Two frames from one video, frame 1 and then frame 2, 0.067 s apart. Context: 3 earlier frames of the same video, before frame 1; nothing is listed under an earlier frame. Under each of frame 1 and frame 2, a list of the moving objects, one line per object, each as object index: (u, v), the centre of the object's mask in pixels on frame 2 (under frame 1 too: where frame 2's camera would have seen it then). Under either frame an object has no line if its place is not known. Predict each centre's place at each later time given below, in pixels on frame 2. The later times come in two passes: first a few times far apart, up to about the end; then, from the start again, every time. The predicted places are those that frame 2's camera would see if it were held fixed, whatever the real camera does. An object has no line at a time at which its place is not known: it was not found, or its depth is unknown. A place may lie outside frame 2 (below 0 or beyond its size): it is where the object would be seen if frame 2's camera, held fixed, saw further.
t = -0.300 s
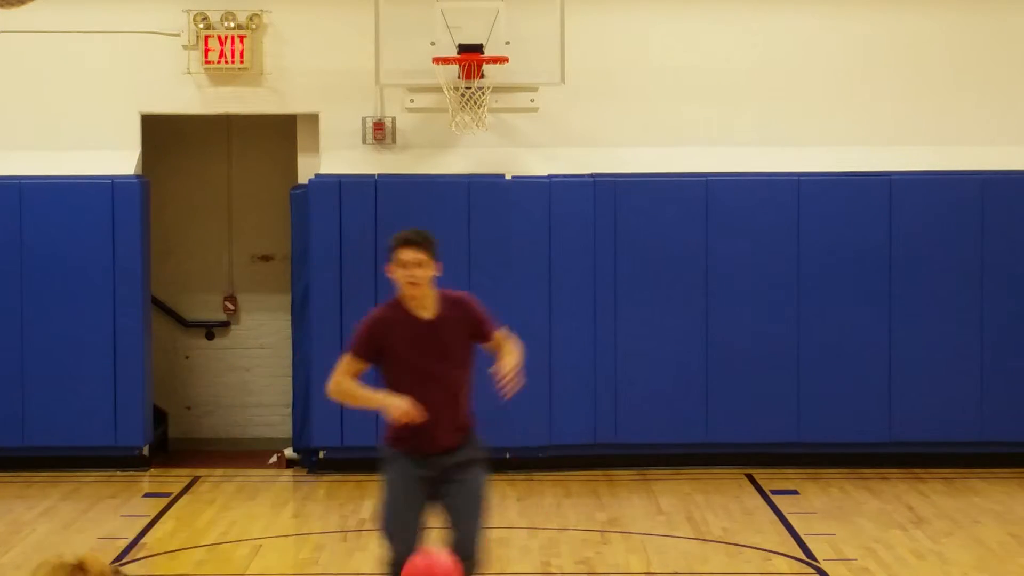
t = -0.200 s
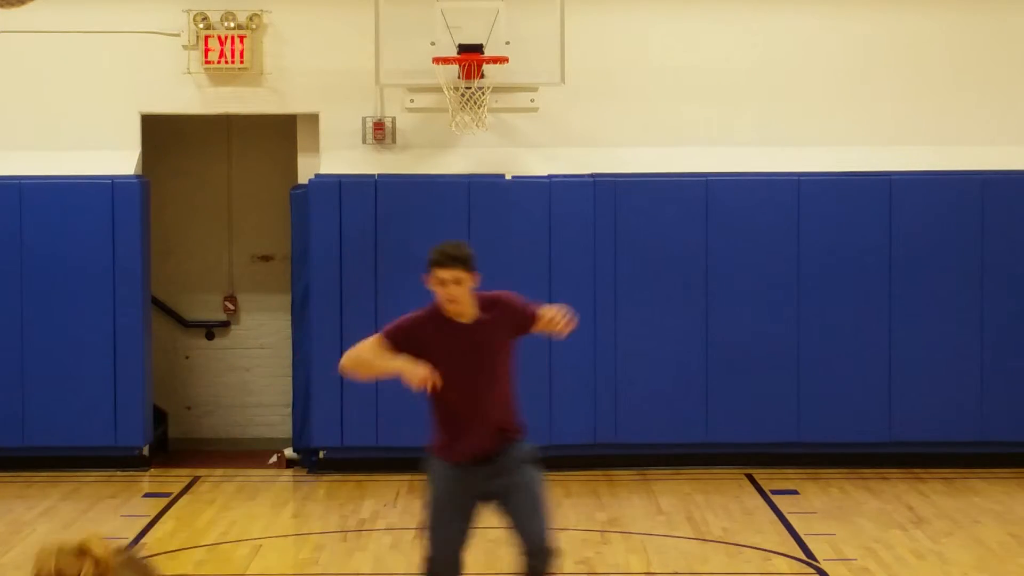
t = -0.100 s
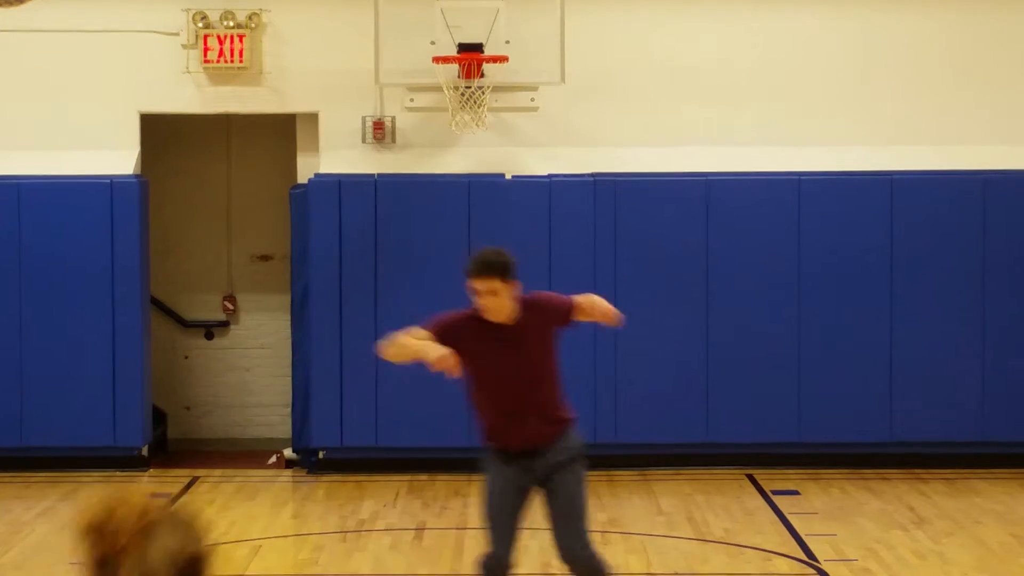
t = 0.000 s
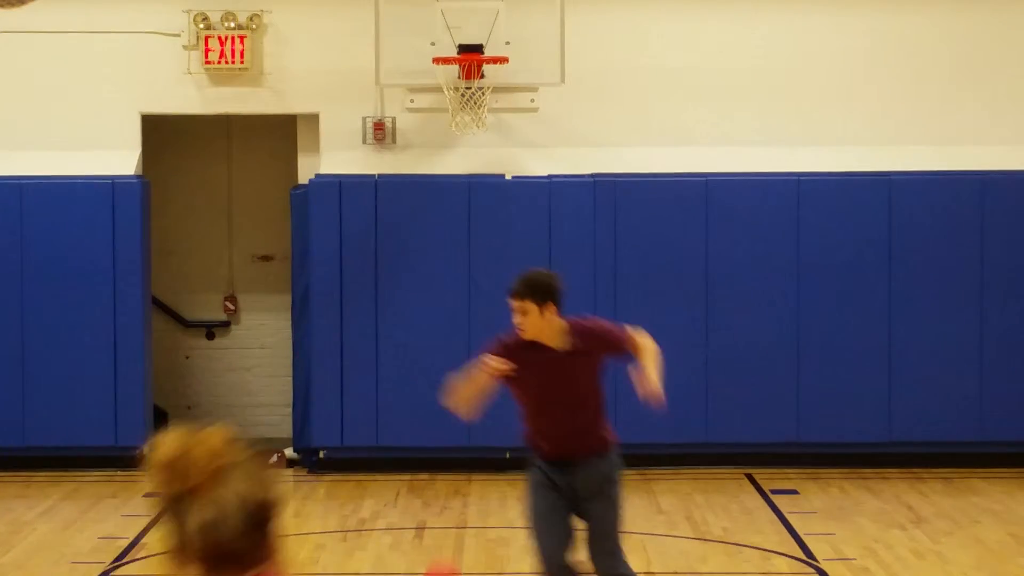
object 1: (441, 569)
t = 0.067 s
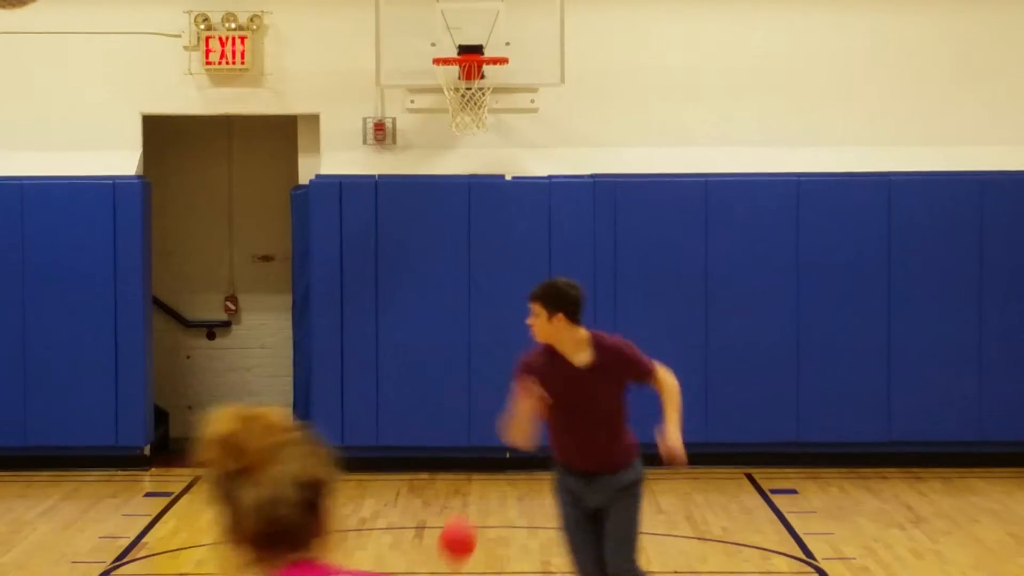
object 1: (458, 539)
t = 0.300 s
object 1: (511, 478)
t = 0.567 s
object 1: (560, 518)
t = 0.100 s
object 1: (467, 522)
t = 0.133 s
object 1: (474, 507)
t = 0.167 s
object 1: (481, 495)
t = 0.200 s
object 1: (489, 487)
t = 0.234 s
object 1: (497, 482)
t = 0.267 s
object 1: (504, 480)
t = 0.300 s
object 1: (511, 478)
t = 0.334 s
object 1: (517, 481)
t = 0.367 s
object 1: (523, 484)
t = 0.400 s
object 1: (529, 491)
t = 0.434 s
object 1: (535, 499)
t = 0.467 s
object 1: (543, 511)
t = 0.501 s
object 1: (549, 525)
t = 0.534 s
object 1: (554, 534)
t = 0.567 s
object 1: (560, 518)
